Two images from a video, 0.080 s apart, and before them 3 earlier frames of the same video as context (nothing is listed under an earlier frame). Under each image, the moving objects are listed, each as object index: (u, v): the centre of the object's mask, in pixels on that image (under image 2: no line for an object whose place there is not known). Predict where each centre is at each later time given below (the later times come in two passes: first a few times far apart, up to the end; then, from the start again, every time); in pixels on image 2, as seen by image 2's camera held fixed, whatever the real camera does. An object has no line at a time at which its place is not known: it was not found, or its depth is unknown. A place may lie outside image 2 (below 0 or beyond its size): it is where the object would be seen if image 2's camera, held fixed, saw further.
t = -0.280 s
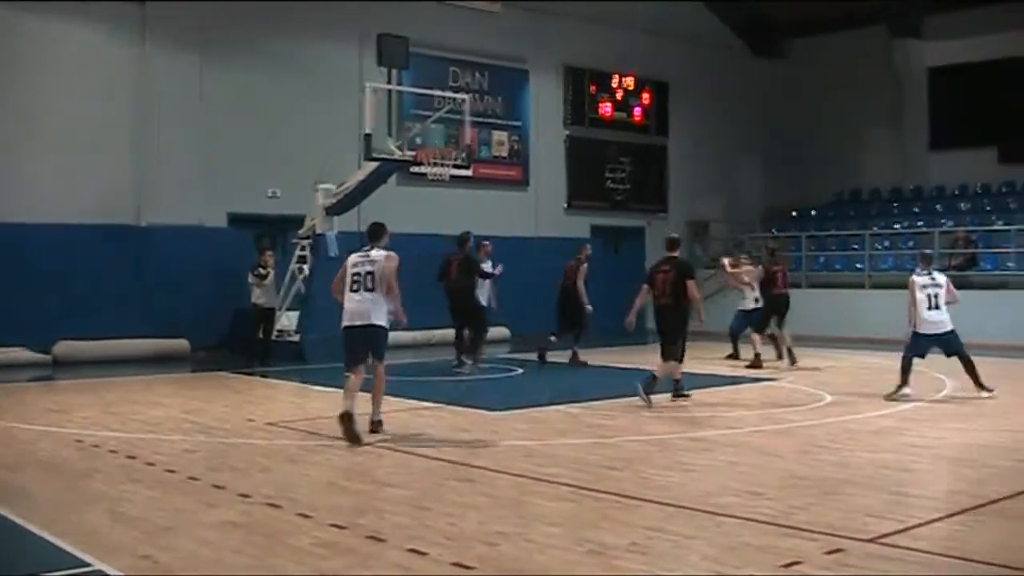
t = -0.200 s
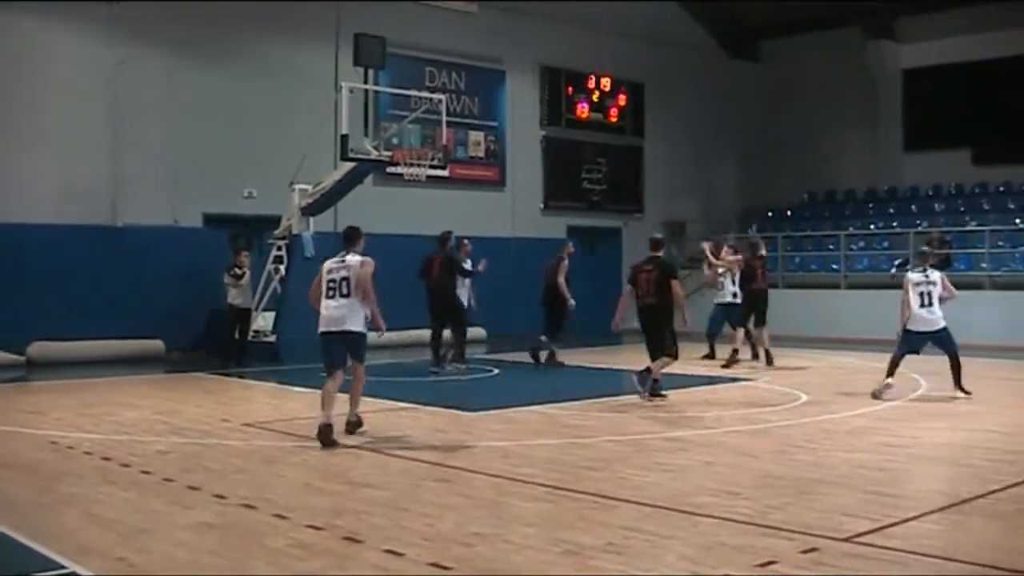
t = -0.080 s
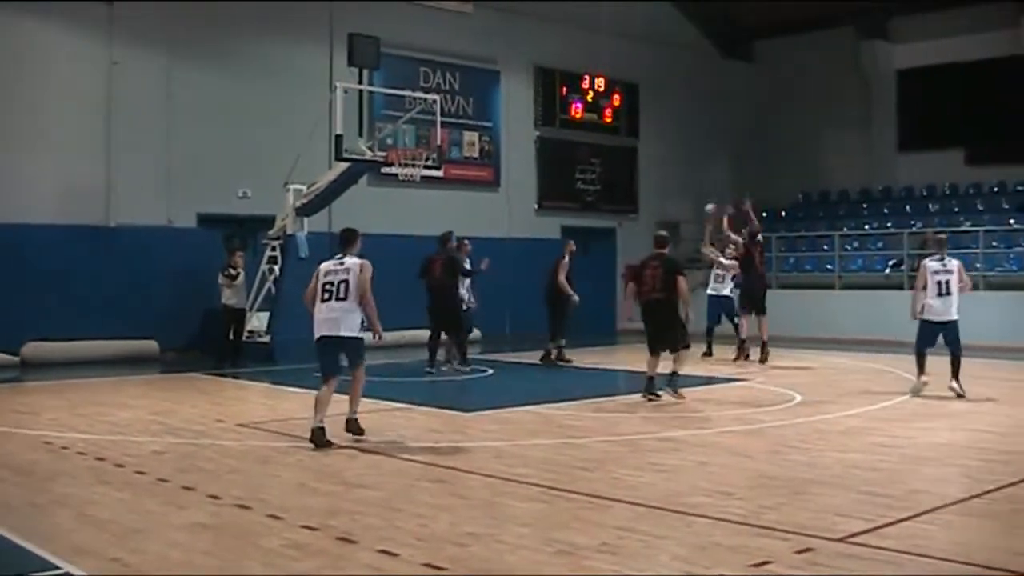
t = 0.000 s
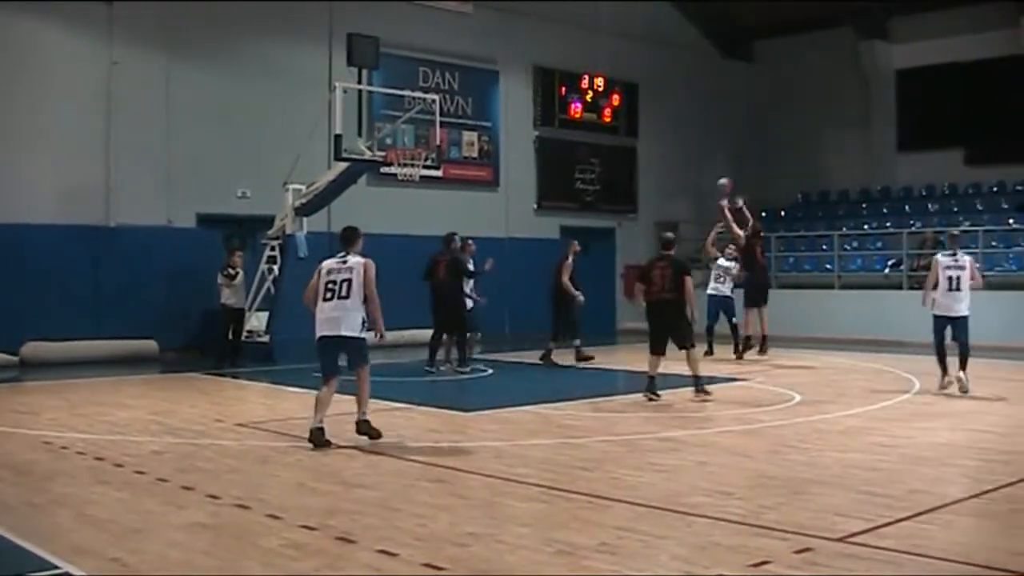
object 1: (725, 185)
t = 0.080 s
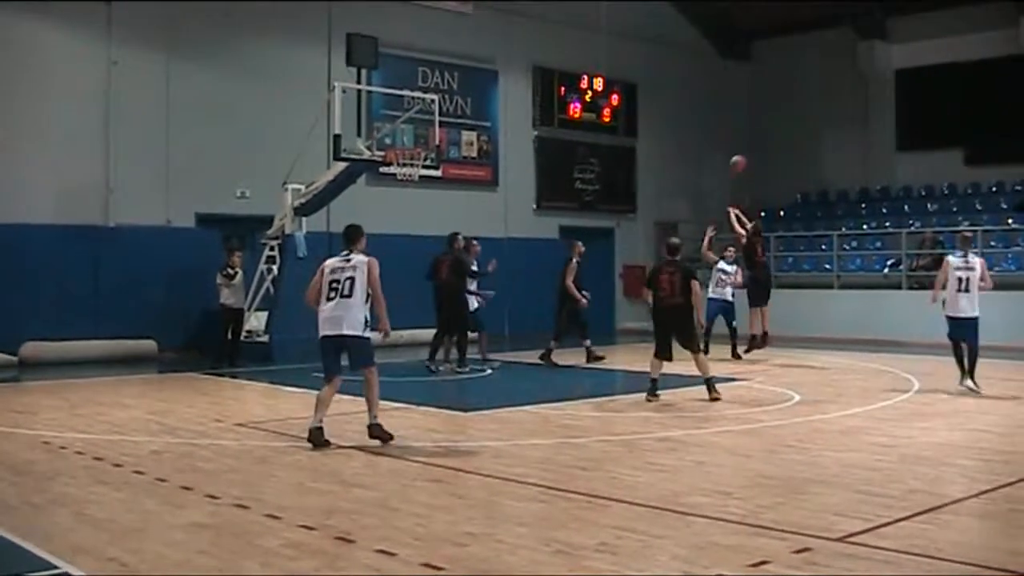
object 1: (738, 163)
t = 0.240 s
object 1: (768, 130)
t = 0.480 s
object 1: (819, 109)
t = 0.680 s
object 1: (868, 124)
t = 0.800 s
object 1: (900, 145)
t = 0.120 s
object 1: (745, 153)
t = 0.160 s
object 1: (752, 144)
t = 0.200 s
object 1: (760, 137)
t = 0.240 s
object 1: (768, 130)
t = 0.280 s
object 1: (777, 124)
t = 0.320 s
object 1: (784, 118)
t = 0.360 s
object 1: (793, 114)
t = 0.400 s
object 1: (801, 112)
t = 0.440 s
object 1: (810, 110)
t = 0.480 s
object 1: (819, 109)
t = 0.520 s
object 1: (829, 109)
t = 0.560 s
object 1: (839, 111)
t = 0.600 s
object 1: (849, 113)
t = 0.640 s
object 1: (858, 117)
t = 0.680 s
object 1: (868, 124)
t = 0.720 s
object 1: (880, 129)
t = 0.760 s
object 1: (890, 136)
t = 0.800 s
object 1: (900, 145)
